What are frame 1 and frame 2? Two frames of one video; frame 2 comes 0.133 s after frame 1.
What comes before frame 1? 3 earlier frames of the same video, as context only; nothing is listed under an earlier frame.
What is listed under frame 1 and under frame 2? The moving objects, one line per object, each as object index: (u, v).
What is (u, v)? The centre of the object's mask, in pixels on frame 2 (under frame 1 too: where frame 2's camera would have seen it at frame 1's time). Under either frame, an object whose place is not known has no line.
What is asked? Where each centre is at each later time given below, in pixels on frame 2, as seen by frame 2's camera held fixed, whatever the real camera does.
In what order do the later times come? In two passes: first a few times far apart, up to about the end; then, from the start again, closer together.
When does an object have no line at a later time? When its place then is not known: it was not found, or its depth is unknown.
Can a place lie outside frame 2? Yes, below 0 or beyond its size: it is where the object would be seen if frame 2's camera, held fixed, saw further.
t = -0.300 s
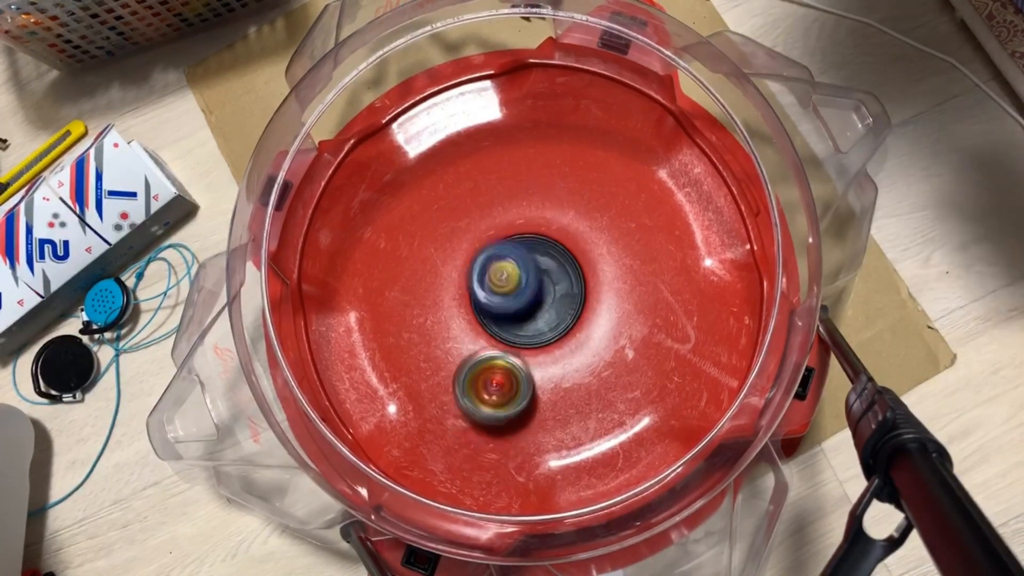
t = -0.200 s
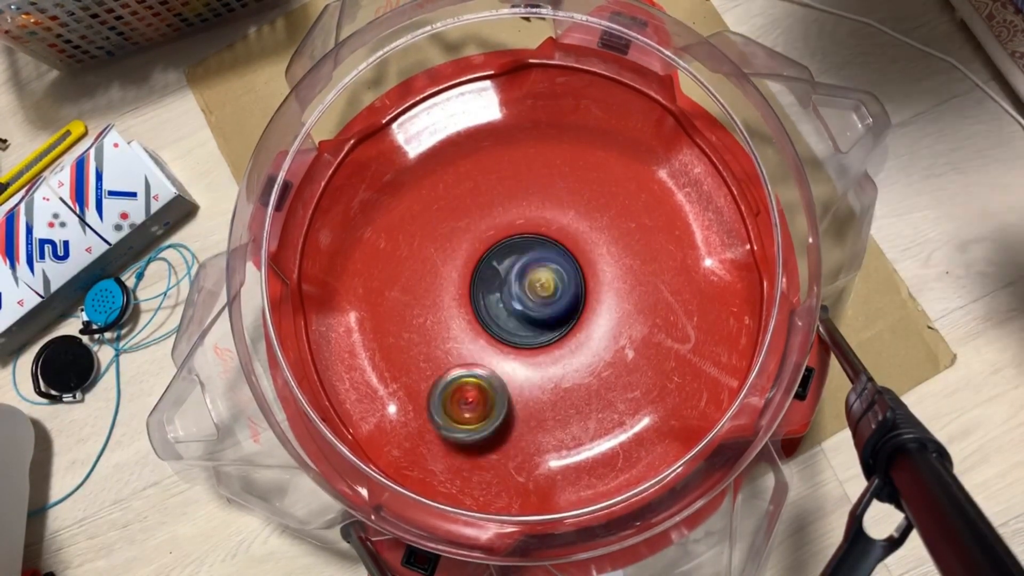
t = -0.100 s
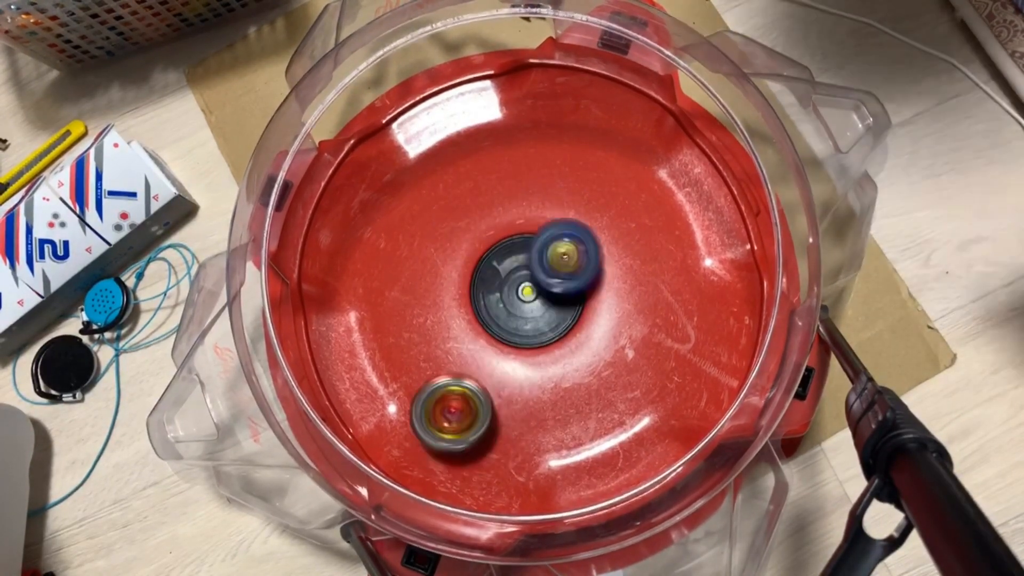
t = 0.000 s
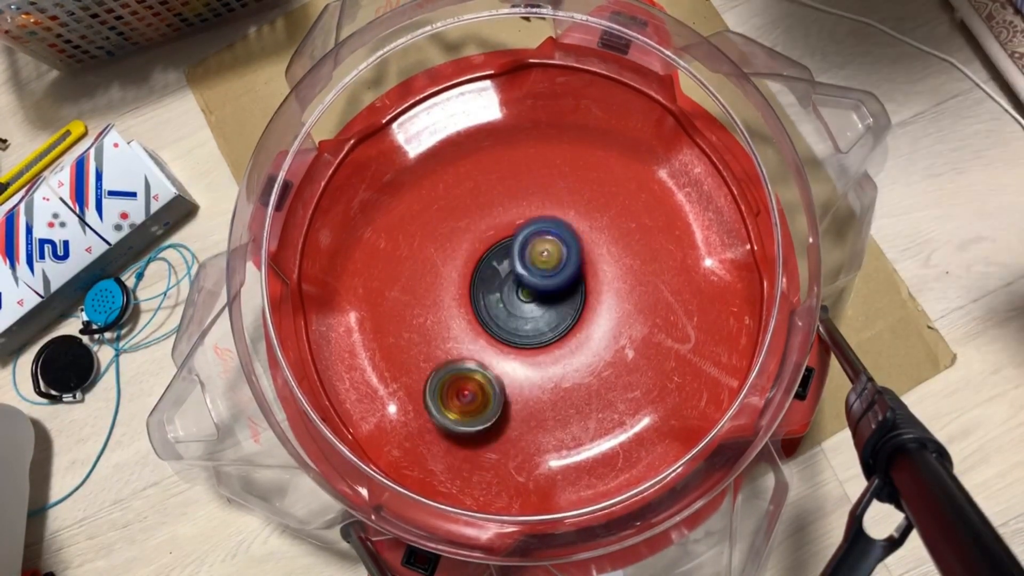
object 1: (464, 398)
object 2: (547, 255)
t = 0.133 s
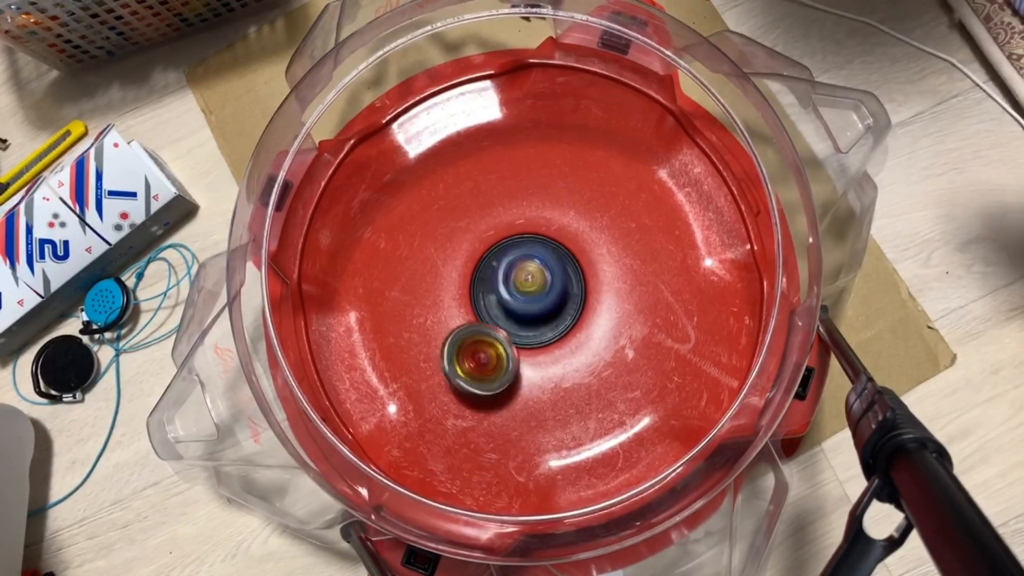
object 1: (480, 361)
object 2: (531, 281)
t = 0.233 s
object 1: (454, 339)
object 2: (542, 289)
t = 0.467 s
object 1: (440, 289)
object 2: (555, 264)
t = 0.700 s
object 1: (441, 228)
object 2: (544, 324)
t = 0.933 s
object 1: (467, 211)
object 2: (542, 286)
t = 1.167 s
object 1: (503, 129)
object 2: (545, 345)
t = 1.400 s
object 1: (530, 82)
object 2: (550, 319)
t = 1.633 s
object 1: (498, 149)
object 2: (489, 268)
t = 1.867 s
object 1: (548, 251)
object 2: (499, 350)
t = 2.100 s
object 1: (589, 302)
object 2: (491, 354)
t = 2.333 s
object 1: (602, 348)
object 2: (465, 339)
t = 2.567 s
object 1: (564, 347)
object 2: (491, 305)
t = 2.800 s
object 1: (541, 342)
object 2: (506, 246)
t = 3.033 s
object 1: (520, 362)
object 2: (541, 184)
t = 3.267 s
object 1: (517, 343)
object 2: (555, 149)
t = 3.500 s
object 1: (539, 277)
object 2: (570, 216)
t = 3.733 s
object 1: (509, 284)
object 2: (639, 255)
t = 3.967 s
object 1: (539, 299)
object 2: (629, 298)
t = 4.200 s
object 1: (518, 272)
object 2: (598, 370)
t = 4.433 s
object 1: (548, 290)
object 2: (569, 402)
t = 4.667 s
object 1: (548, 298)
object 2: (499, 383)
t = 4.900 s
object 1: (521, 299)
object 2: (448, 354)
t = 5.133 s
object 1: (530, 287)
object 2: (441, 289)
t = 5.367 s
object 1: (528, 294)
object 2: (472, 238)
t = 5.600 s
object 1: (527, 291)
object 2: (544, 203)
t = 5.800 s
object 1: (526, 290)
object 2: (591, 223)
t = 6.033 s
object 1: (527, 287)
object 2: (615, 262)
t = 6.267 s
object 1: (526, 287)
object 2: (608, 258)
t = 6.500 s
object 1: (527, 286)
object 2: (599, 247)
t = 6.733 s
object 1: (527, 286)
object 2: (602, 254)
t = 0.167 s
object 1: (479, 350)
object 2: (529, 288)
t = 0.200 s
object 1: (466, 346)
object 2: (536, 290)
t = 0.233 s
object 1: (454, 339)
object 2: (542, 289)
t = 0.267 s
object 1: (446, 331)
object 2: (551, 288)
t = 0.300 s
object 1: (442, 323)
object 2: (560, 284)
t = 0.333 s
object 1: (440, 316)
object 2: (566, 279)
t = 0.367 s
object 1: (439, 309)
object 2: (569, 273)
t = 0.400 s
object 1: (438, 302)
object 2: (568, 268)
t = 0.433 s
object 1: (438, 295)
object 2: (563, 265)
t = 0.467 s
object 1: (440, 289)
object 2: (555, 264)
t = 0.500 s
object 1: (442, 281)
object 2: (545, 268)
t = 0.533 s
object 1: (444, 274)
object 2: (535, 275)
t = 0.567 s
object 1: (447, 265)
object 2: (524, 282)
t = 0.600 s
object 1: (445, 255)
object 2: (523, 296)
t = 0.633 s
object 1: (442, 245)
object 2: (527, 307)
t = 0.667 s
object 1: (441, 236)
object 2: (532, 312)
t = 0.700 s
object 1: (441, 228)
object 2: (544, 324)
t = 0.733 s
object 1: (443, 221)
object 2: (555, 329)
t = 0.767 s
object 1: (444, 218)
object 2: (561, 325)
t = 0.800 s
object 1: (447, 215)
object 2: (562, 313)
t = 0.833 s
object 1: (452, 213)
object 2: (563, 304)
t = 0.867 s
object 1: (457, 211)
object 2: (560, 296)
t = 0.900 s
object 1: (462, 211)
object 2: (553, 291)
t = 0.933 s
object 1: (467, 211)
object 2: (542, 286)
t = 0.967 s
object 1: (472, 212)
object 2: (529, 282)
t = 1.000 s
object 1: (478, 214)
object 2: (518, 283)
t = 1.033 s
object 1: (482, 201)
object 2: (521, 306)
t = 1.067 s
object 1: (486, 180)
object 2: (525, 328)
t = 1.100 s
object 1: (491, 158)
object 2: (531, 342)
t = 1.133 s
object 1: (497, 143)
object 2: (538, 344)
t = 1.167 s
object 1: (503, 129)
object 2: (545, 345)
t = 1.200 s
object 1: (508, 120)
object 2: (550, 348)
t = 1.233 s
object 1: (516, 109)
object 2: (552, 349)
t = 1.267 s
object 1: (524, 97)
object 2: (552, 348)
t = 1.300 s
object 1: (528, 87)
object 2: (552, 344)
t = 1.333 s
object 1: (530, 79)
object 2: (552, 338)
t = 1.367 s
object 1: (531, 77)
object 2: (554, 329)
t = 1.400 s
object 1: (530, 82)
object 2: (550, 319)
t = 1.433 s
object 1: (526, 87)
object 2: (542, 304)
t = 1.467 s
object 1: (520, 95)
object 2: (536, 293)
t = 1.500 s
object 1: (513, 105)
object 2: (524, 283)
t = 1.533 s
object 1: (508, 114)
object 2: (516, 274)
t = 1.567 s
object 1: (501, 124)
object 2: (508, 268)
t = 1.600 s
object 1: (499, 136)
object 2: (499, 266)
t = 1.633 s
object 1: (498, 149)
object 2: (489, 268)
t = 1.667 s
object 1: (501, 166)
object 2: (479, 272)
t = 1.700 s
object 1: (502, 187)
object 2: (479, 281)
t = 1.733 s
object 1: (505, 211)
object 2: (486, 290)
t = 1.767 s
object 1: (520, 225)
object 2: (484, 309)
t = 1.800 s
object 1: (535, 231)
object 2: (488, 329)
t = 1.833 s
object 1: (543, 240)
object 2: (494, 343)
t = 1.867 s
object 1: (548, 251)
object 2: (499, 350)
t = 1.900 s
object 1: (551, 263)
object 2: (504, 349)
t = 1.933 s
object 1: (552, 275)
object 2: (509, 347)
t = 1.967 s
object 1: (554, 285)
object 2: (516, 345)
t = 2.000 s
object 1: (568, 288)
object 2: (509, 350)
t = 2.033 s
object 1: (575, 291)
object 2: (504, 352)
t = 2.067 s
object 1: (581, 295)
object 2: (498, 353)
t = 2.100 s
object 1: (589, 302)
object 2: (491, 354)
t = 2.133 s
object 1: (595, 312)
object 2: (484, 353)
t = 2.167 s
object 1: (600, 322)
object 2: (478, 352)
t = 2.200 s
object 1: (603, 332)
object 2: (472, 351)
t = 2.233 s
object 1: (605, 337)
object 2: (468, 349)
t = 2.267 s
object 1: (605, 343)
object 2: (467, 347)
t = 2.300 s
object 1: (604, 348)
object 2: (466, 344)
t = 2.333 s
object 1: (602, 348)
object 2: (465, 339)
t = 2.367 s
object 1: (598, 351)
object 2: (465, 334)
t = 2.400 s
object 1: (596, 351)
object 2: (466, 330)
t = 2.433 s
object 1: (590, 349)
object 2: (467, 324)
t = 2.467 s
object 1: (586, 350)
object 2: (469, 316)
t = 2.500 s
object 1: (579, 348)
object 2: (474, 311)
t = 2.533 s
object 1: (571, 348)
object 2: (483, 309)
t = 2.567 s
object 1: (564, 347)
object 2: (491, 305)
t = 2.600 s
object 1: (557, 349)
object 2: (498, 298)
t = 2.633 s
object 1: (555, 354)
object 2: (502, 287)
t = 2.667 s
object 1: (552, 356)
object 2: (504, 274)
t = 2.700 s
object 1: (550, 354)
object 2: (505, 262)
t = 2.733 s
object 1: (546, 351)
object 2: (505, 252)
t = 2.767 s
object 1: (544, 347)
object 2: (504, 245)
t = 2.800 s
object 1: (541, 342)
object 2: (506, 246)
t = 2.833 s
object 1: (539, 339)
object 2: (510, 249)
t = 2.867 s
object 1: (538, 332)
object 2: (514, 253)
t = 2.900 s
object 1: (533, 336)
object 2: (518, 246)
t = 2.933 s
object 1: (533, 345)
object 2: (523, 225)
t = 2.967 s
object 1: (526, 355)
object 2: (528, 210)
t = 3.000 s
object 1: (525, 362)
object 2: (534, 196)
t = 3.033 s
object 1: (520, 362)
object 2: (541, 184)
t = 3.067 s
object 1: (518, 360)
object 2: (544, 173)
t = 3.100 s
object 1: (516, 359)
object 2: (548, 165)
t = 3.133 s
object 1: (517, 354)
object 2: (551, 157)
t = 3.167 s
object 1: (516, 353)
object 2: (552, 151)
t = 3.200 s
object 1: (516, 349)
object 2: (553, 148)
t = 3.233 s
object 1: (516, 347)
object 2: (555, 146)
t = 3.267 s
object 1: (517, 343)
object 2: (555, 149)
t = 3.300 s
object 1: (519, 340)
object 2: (554, 154)
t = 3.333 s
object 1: (522, 331)
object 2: (554, 163)
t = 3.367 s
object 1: (528, 323)
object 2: (554, 173)
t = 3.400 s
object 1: (533, 307)
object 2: (555, 185)
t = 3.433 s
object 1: (534, 289)
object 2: (558, 198)
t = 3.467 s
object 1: (533, 277)
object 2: (564, 209)
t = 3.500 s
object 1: (539, 277)
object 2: (570, 216)
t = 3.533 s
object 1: (540, 277)
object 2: (584, 223)
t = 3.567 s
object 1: (532, 273)
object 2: (598, 229)
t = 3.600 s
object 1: (526, 269)
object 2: (610, 236)
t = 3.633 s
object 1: (521, 271)
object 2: (620, 240)
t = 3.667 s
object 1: (517, 276)
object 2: (627, 246)
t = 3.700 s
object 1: (511, 279)
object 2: (634, 251)
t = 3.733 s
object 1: (509, 284)
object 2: (639, 255)
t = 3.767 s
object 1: (510, 289)
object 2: (642, 261)
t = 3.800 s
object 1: (512, 296)
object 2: (645, 266)
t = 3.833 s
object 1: (516, 303)
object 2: (644, 272)
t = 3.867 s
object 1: (521, 304)
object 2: (643, 279)
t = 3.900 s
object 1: (527, 306)
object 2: (640, 284)
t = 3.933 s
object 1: (534, 304)
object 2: (634, 291)
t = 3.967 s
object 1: (539, 299)
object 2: (629, 298)
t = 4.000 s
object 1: (543, 295)
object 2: (622, 305)
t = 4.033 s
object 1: (544, 290)
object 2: (614, 313)
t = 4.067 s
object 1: (543, 284)
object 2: (606, 321)
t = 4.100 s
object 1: (541, 280)
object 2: (599, 333)
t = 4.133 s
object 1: (536, 270)
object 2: (599, 349)
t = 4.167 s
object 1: (529, 269)
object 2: (598, 360)
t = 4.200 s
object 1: (518, 272)
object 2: (598, 370)
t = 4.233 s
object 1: (510, 277)
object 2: (597, 379)
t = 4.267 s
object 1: (507, 287)
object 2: (596, 388)
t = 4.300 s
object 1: (510, 297)
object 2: (591, 394)
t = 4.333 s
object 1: (519, 304)
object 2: (587, 399)
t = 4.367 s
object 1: (533, 307)
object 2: (582, 402)
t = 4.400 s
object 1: (544, 300)
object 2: (576, 403)
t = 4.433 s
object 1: (548, 290)
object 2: (569, 402)
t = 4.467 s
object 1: (544, 277)
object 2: (560, 398)
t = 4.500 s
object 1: (532, 269)
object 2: (552, 394)
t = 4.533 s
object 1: (515, 273)
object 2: (544, 387)
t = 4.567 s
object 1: (507, 287)
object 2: (533, 378)
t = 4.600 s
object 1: (509, 296)
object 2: (524, 371)
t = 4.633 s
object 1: (532, 300)
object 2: (510, 380)
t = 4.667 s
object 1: (548, 298)
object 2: (499, 383)
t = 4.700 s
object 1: (550, 290)
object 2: (488, 383)
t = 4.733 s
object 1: (546, 282)
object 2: (481, 382)
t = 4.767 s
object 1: (532, 276)
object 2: (473, 379)
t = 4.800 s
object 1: (514, 278)
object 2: (463, 375)
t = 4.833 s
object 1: (507, 286)
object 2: (458, 369)
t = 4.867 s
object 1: (510, 294)
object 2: (452, 362)
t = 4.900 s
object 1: (521, 299)
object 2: (448, 354)
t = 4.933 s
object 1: (538, 300)
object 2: (446, 346)
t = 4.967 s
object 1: (545, 292)
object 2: (444, 335)
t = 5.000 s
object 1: (546, 285)
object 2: (444, 326)
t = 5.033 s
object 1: (539, 279)
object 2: (445, 315)
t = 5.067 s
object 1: (528, 275)
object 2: (448, 307)
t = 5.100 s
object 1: (526, 276)
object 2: (446, 299)
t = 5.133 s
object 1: (530, 287)
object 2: (441, 289)
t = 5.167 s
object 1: (525, 294)
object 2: (442, 280)
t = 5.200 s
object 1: (523, 291)
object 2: (446, 272)
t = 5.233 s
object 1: (529, 284)
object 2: (452, 266)
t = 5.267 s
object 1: (536, 285)
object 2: (458, 260)
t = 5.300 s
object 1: (533, 289)
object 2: (464, 253)
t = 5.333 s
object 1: (526, 292)
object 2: (468, 246)
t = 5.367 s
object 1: (528, 294)
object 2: (472, 238)
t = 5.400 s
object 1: (530, 294)
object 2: (480, 231)
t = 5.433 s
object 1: (533, 288)
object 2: (490, 227)
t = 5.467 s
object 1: (534, 294)
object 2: (501, 221)
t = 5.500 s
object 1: (527, 292)
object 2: (511, 211)
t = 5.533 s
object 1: (527, 282)
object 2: (523, 205)
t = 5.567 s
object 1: (535, 283)
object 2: (534, 202)
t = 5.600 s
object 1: (527, 291)
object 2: (544, 203)
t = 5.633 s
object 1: (523, 282)
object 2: (554, 204)
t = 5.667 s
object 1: (533, 286)
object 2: (564, 206)
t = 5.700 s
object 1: (523, 292)
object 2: (573, 210)
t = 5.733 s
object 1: (523, 282)
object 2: (581, 211)
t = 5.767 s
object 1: (531, 288)
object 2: (586, 218)
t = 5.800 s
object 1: (526, 290)
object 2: (591, 223)
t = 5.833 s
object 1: (528, 286)
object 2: (596, 229)
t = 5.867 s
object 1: (529, 289)
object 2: (599, 236)
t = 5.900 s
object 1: (526, 285)
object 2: (601, 239)
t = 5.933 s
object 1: (528, 286)
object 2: (605, 246)
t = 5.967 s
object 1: (526, 288)
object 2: (608, 252)
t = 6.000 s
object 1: (527, 286)
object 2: (611, 258)
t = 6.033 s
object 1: (527, 287)
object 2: (615, 262)
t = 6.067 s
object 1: (526, 287)
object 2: (618, 265)
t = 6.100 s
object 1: (527, 285)
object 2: (620, 266)
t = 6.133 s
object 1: (528, 287)
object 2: (619, 266)
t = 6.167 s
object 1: (526, 287)
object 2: (616, 265)
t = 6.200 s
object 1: (526, 286)
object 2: (614, 264)
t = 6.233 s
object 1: (528, 285)
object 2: (611, 260)
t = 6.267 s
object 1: (526, 287)
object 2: (608, 258)
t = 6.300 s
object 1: (526, 286)
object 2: (604, 255)
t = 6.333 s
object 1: (528, 287)
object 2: (601, 253)
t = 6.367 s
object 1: (527, 287)
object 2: (600, 251)
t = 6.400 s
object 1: (528, 286)
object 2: (599, 249)
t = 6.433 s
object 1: (527, 287)
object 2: (599, 248)
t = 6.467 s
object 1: (527, 286)
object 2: (599, 247)
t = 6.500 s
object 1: (527, 286)
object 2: (599, 247)
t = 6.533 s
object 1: (527, 286)
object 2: (599, 247)
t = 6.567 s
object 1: (527, 286)
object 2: (599, 248)
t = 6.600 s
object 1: (528, 287)
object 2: (599, 248)
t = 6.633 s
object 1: (528, 286)
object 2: (599, 249)
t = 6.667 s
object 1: (528, 286)
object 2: (600, 250)
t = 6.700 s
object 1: (528, 287)
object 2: (601, 252)
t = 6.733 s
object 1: (527, 286)
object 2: (602, 254)
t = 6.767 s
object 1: (527, 287)
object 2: (603, 258)
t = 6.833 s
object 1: (527, 287)
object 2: (601, 257)
